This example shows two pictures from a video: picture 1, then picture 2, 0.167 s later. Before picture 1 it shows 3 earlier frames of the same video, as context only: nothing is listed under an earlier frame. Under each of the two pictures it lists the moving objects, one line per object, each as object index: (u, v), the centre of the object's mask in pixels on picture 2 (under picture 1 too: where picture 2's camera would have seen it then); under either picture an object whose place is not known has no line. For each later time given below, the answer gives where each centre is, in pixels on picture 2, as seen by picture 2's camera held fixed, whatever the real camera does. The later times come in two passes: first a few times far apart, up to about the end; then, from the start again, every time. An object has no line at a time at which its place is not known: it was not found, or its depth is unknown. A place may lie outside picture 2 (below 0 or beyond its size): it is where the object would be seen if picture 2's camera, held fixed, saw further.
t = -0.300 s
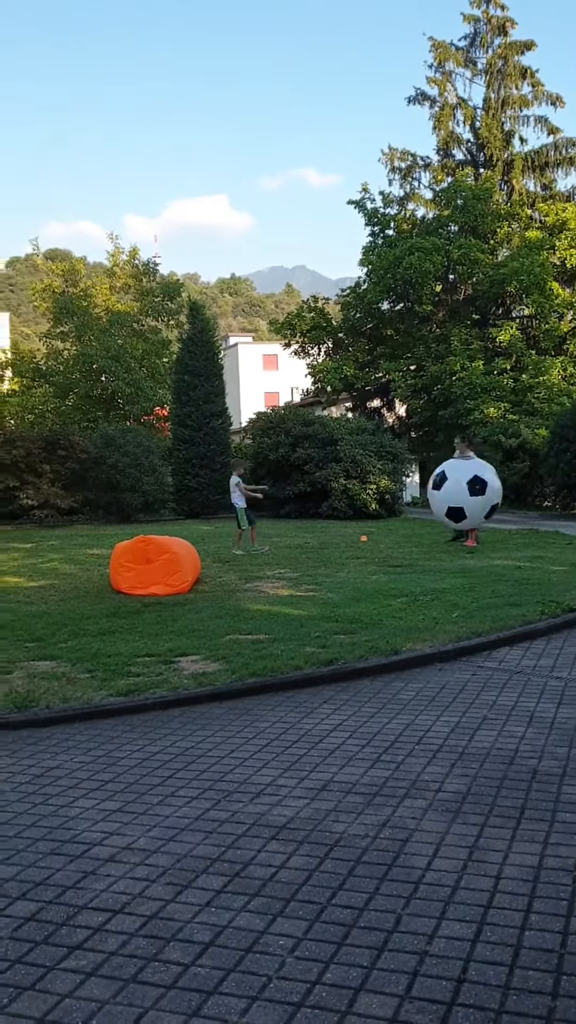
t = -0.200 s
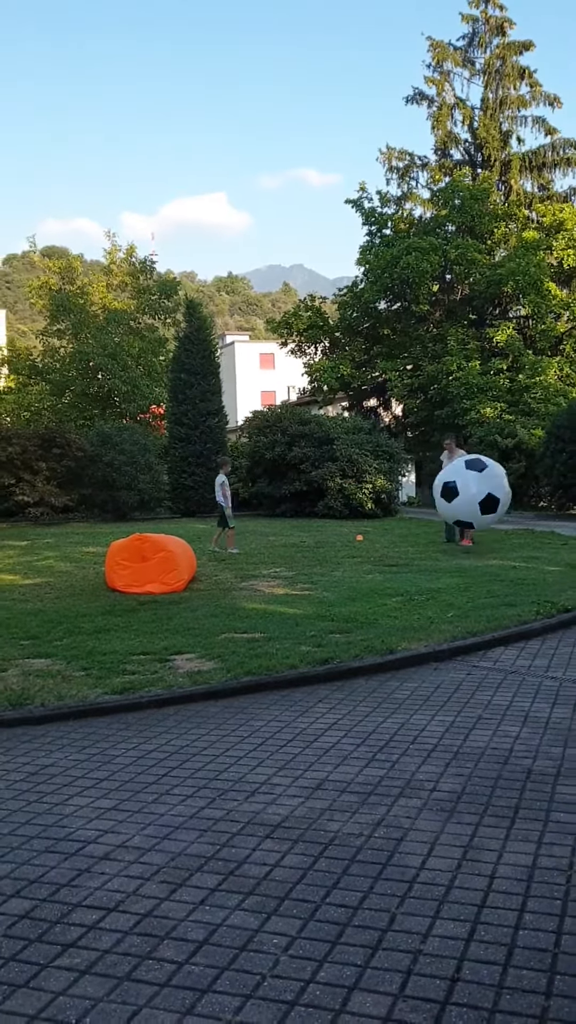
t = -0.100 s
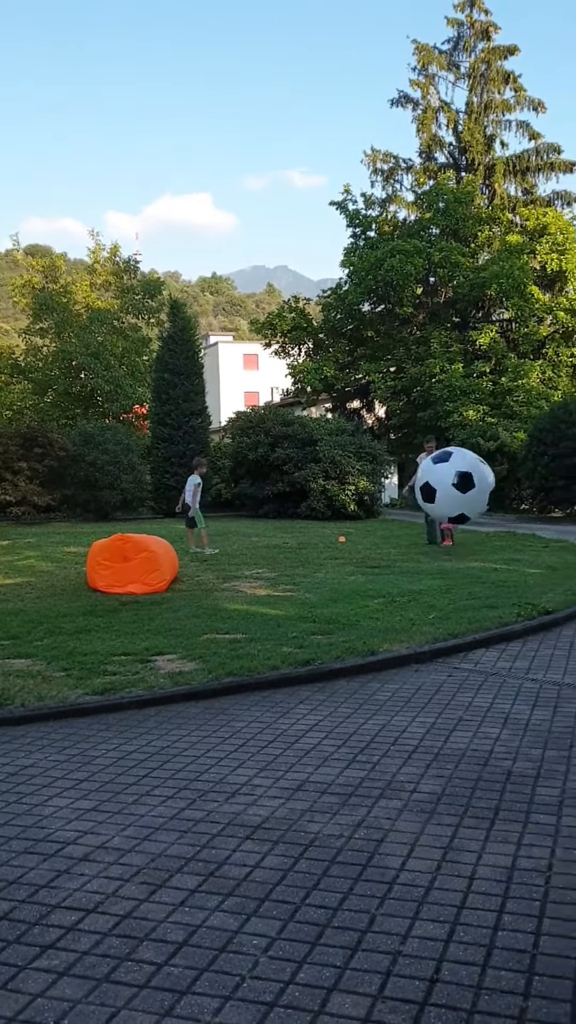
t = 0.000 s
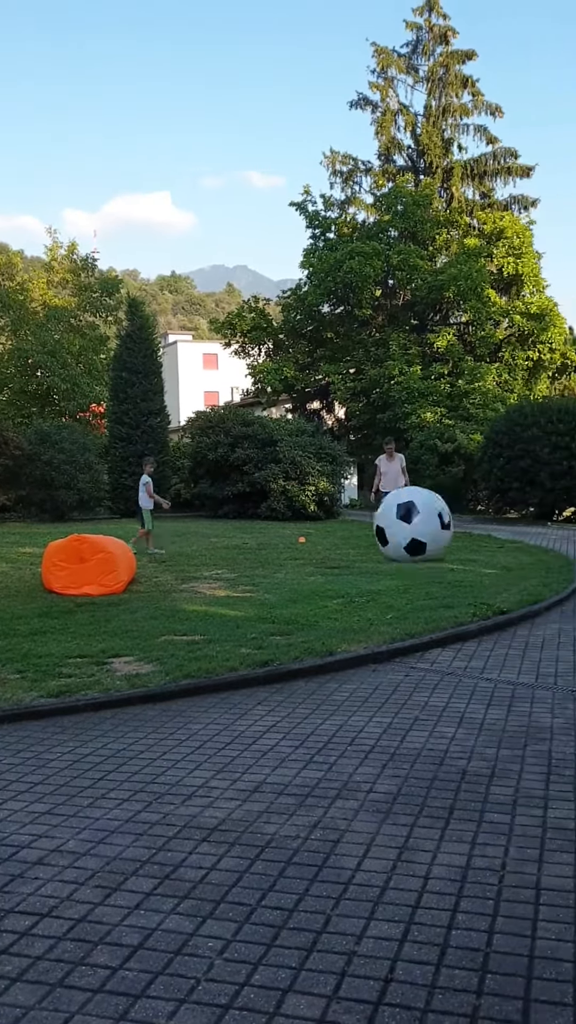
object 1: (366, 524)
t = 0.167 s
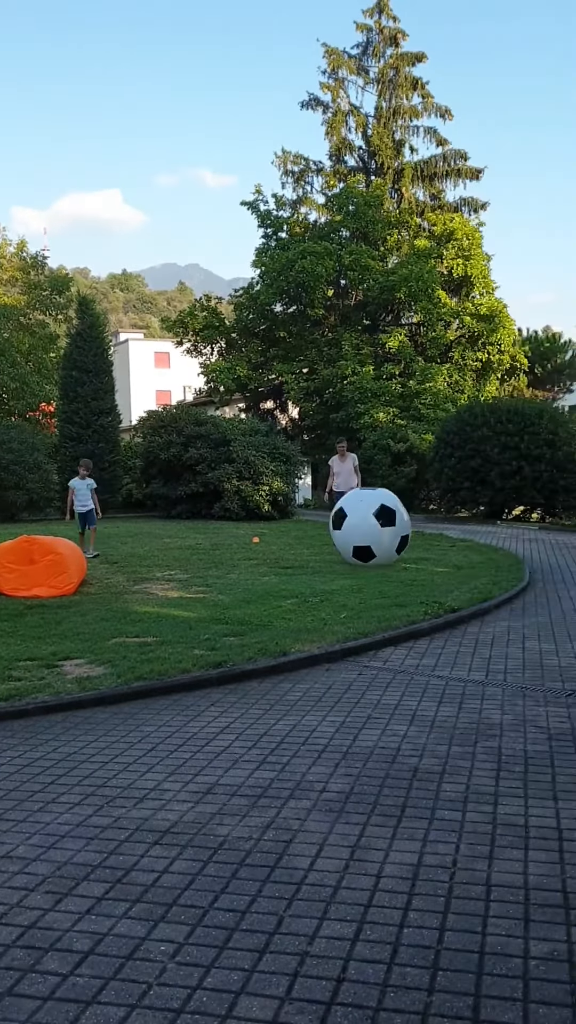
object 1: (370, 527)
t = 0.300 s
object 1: (372, 527)
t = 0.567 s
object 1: (370, 531)
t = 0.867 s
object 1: (372, 532)
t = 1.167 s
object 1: (372, 532)
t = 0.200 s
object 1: (371, 520)
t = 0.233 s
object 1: (371, 519)
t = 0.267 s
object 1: (372, 524)
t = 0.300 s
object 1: (372, 527)
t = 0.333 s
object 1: (371, 524)
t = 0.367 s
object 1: (371, 527)
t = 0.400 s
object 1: (370, 527)
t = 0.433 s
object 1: (369, 527)
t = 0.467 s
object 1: (368, 529)
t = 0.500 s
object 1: (368, 530)
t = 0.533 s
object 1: (369, 531)
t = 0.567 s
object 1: (370, 531)
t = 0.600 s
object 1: (371, 531)
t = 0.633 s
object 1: (371, 531)
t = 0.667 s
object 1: (371, 532)
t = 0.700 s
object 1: (370, 532)
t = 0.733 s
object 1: (370, 532)
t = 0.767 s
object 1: (370, 532)
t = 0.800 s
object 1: (370, 532)
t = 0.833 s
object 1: (370, 532)
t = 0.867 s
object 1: (372, 532)
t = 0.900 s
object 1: (372, 532)
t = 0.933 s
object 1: (372, 532)
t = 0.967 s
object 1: (372, 532)
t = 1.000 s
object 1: (372, 532)
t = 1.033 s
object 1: (372, 532)
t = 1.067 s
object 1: (372, 532)
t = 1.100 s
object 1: (372, 532)
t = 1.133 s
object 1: (372, 532)
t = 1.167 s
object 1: (372, 532)
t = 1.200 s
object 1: (372, 532)
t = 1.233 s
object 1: (373, 532)
